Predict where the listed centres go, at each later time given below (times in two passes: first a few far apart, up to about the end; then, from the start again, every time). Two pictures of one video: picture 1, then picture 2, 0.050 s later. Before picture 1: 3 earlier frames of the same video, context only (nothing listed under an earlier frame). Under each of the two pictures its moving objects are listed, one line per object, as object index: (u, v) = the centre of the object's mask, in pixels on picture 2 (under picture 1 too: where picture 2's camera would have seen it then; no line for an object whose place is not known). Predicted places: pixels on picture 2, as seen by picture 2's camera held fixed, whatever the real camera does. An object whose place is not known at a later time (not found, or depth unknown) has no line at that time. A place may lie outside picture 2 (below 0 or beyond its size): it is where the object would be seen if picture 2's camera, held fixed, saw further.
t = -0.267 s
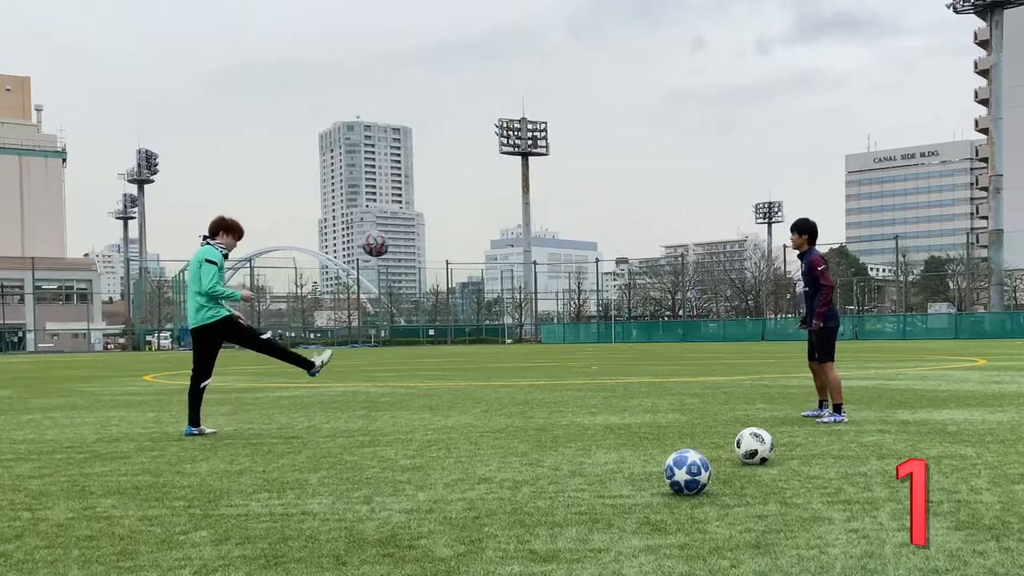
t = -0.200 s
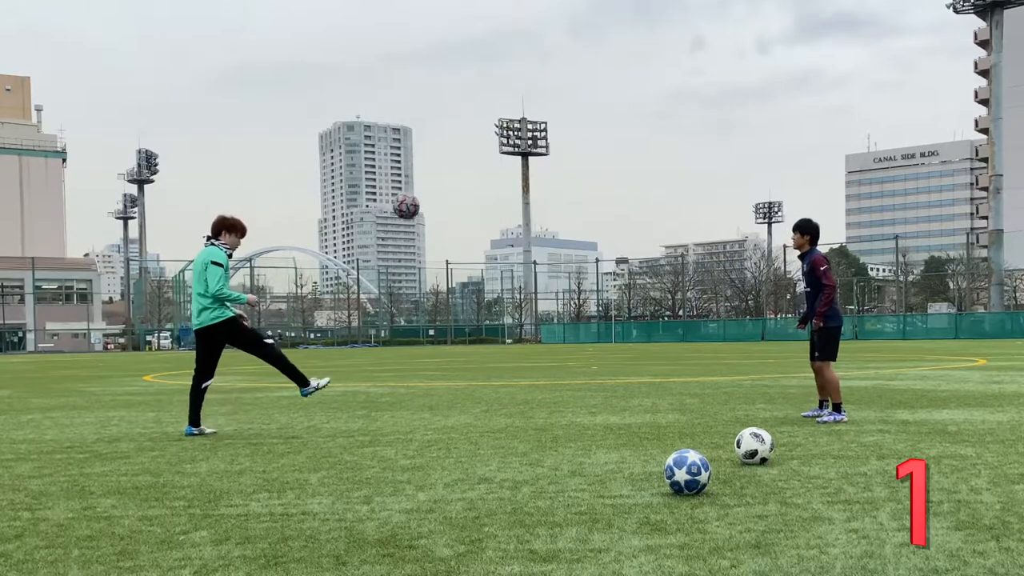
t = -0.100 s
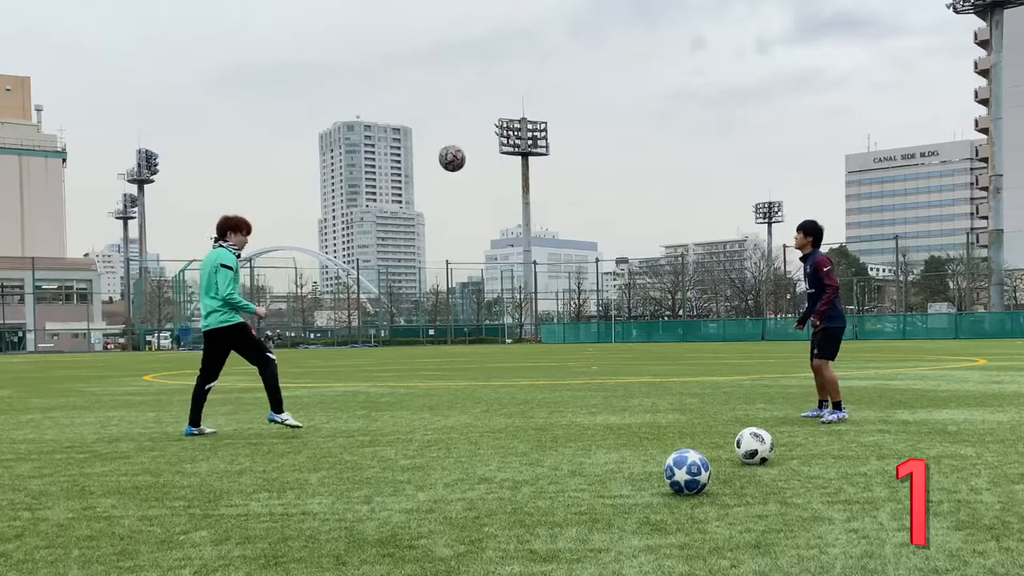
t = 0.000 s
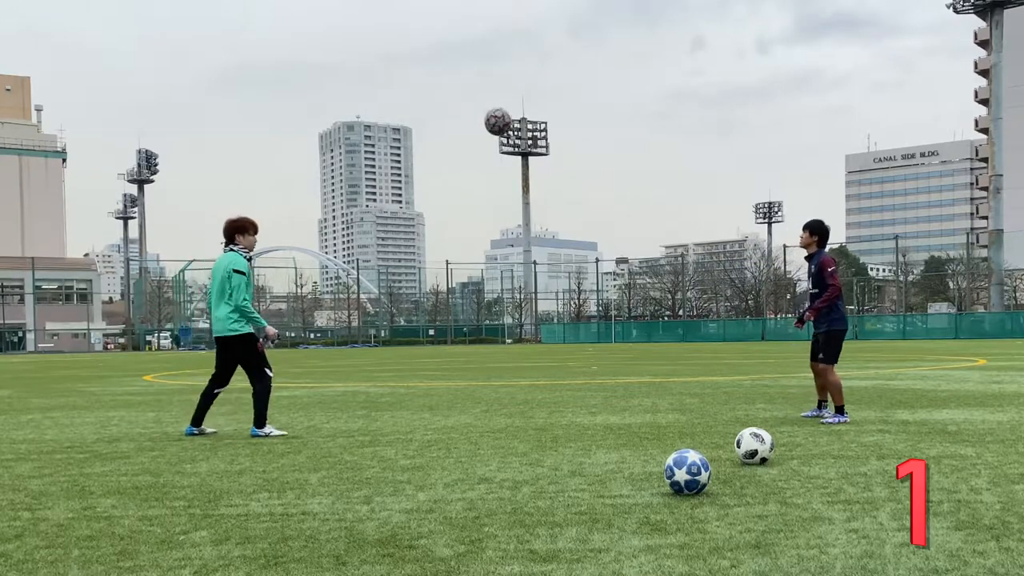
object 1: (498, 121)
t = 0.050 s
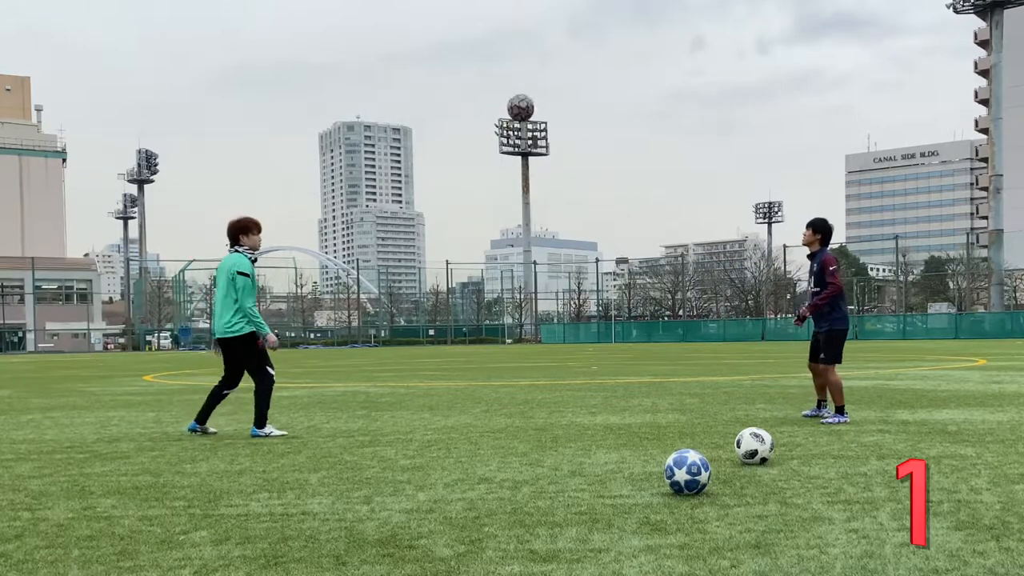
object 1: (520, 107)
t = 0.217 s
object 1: (597, 83)
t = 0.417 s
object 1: (690, 99)
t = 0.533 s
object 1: (744, 132)
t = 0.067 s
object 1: (528, 103)
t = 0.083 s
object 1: (536, 100)
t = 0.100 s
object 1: (543, 96)
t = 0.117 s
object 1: (551, 94)
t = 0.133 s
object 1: (559, 91)
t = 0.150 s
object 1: (566, 89)
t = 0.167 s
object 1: (574, 87)
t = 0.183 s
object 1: (581, 85)
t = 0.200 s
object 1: (589, 84)
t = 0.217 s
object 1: (597, 83)
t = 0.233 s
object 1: (605, 82)
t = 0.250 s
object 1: (612, 82)
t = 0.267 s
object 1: (620, 82)
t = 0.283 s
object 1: (628, 83)
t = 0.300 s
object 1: (635, 84)
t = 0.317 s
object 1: (643, 85)
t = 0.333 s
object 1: (651, 87)
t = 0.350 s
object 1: (658, 89)
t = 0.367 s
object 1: (666, 91)
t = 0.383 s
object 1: (674, 93)
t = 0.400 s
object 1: (682, 96)
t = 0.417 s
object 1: (690, 99)
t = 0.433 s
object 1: (697, 103)
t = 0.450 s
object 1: (705, 107)
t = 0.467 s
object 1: (713, 112)
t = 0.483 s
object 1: (721, 116)
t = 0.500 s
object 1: (728, 121)
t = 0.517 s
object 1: (736, 127)
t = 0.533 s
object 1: (744, 132)
